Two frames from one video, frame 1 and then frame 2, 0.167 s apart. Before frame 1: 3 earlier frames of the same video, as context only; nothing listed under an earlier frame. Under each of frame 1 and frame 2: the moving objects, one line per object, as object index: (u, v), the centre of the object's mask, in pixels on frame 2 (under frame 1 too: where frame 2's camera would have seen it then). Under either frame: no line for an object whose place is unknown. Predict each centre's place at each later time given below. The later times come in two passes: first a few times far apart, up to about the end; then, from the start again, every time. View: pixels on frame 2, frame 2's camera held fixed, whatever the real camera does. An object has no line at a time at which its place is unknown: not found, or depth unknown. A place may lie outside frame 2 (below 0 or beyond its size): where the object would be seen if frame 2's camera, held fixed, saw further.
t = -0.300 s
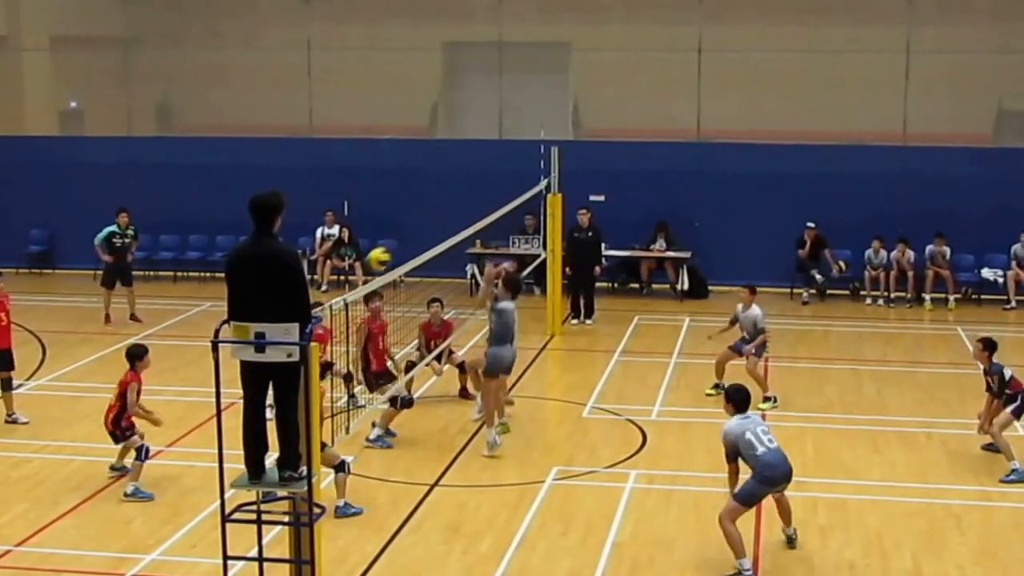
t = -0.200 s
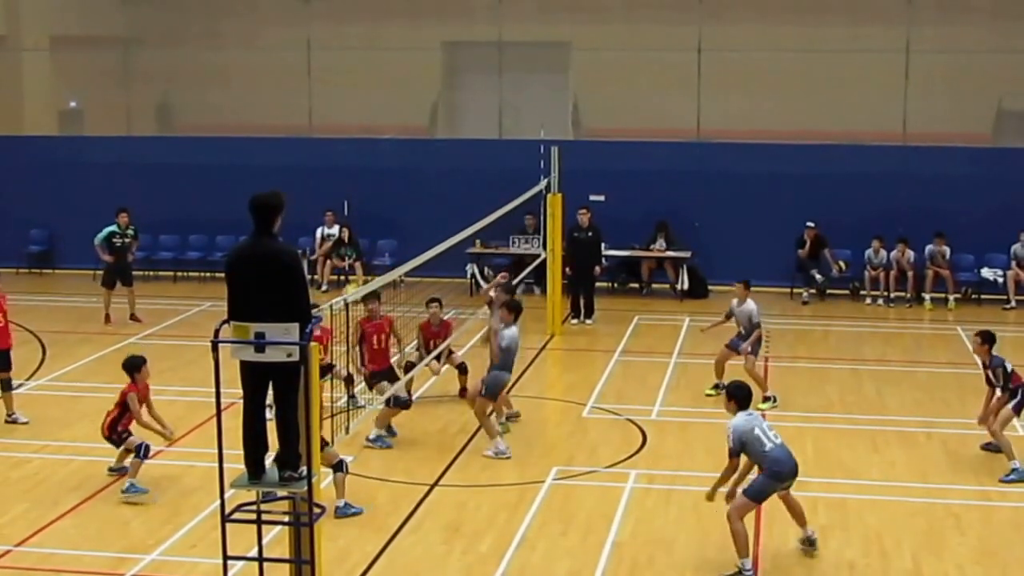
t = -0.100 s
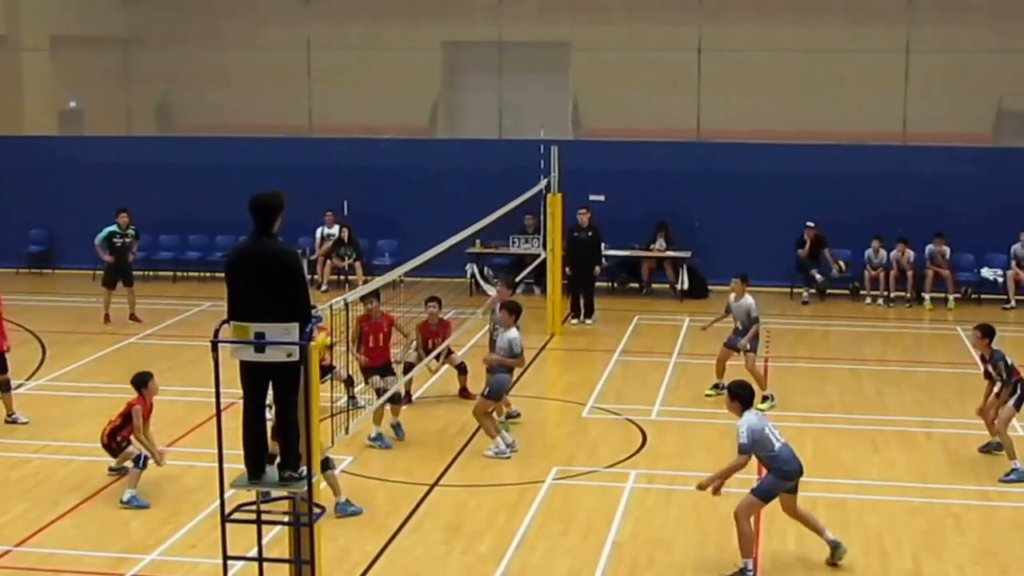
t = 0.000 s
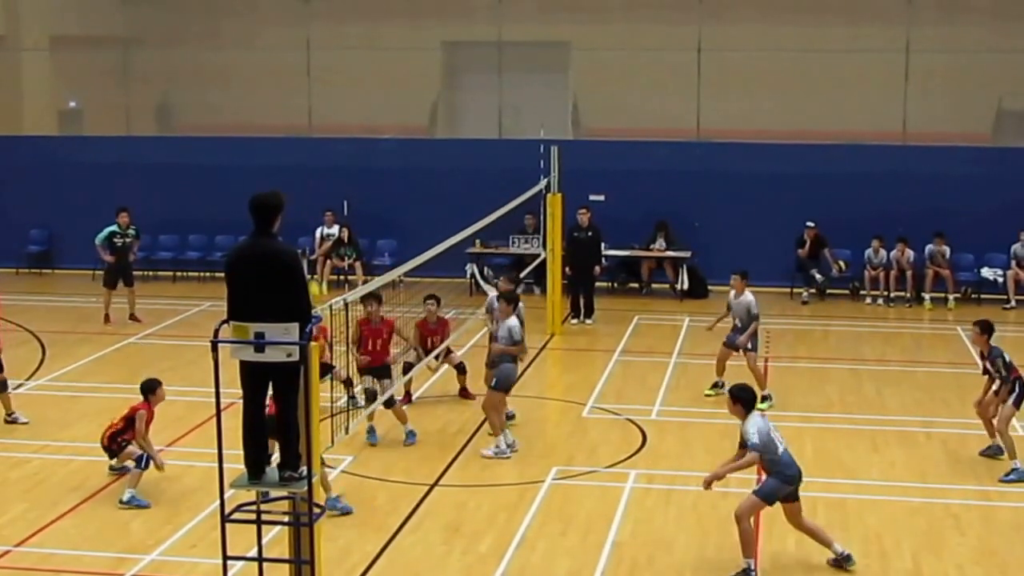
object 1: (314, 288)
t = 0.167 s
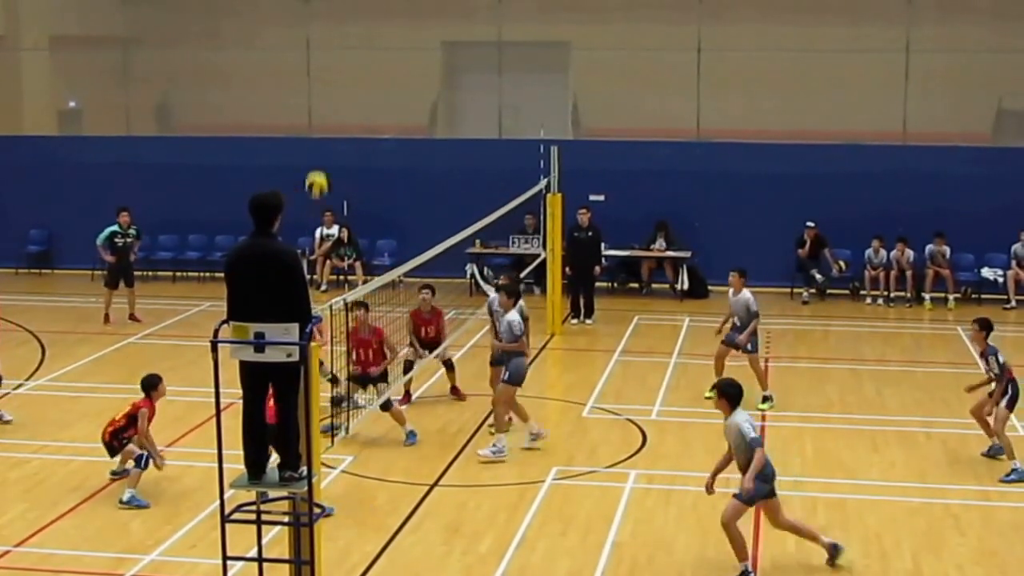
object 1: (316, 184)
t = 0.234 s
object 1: (317, 150)
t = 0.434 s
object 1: (318, 77)
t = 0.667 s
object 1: (322, 46)
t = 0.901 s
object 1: (326, 70)
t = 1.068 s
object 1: (328, 117)
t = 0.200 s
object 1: (317, 166)
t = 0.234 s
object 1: (317, 150)
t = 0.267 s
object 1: (317, 135)
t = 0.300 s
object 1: (316, 121)
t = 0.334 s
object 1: (317, 107)
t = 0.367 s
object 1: (317, 96)
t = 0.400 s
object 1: (318, 86)
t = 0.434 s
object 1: (318, 77)
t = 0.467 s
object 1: (318, 68)
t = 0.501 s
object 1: (319, 62)
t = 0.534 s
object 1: (319, 57)
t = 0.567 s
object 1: (320, 52)
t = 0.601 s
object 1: (320, 49)
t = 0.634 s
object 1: (321, 48)
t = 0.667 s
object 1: (322, 46)
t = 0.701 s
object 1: (322, 46)
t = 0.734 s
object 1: (322, 48)
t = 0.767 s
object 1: (323, 50)
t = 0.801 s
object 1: (324, 53)
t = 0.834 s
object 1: (324, 57)
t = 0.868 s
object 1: (325, 63)
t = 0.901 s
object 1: (326, 70)
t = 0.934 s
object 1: (326, 77)
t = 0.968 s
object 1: (327, 86)
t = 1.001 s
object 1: (328, 95)
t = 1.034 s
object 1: (327, 105)
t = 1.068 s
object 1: (328, 117)
